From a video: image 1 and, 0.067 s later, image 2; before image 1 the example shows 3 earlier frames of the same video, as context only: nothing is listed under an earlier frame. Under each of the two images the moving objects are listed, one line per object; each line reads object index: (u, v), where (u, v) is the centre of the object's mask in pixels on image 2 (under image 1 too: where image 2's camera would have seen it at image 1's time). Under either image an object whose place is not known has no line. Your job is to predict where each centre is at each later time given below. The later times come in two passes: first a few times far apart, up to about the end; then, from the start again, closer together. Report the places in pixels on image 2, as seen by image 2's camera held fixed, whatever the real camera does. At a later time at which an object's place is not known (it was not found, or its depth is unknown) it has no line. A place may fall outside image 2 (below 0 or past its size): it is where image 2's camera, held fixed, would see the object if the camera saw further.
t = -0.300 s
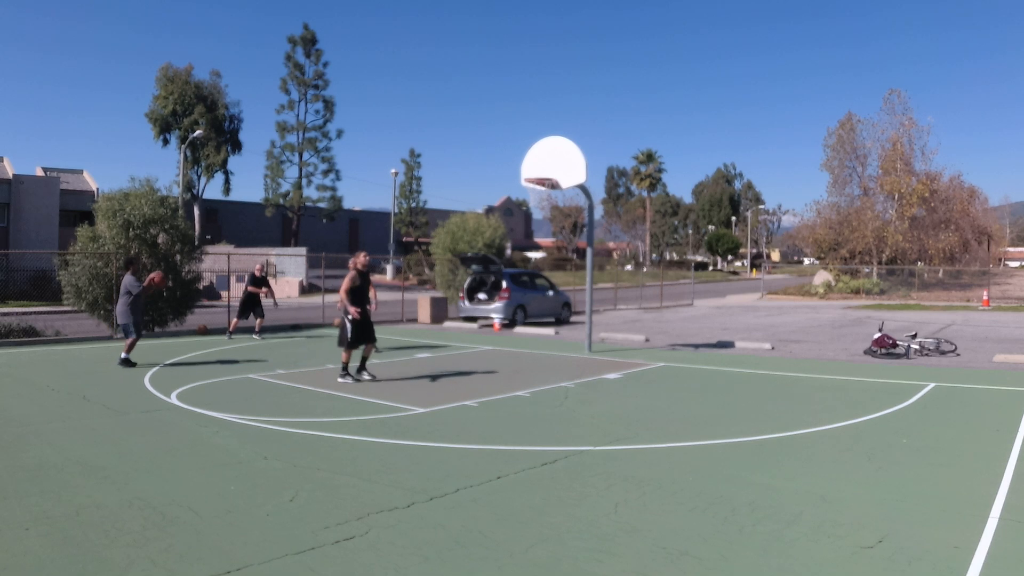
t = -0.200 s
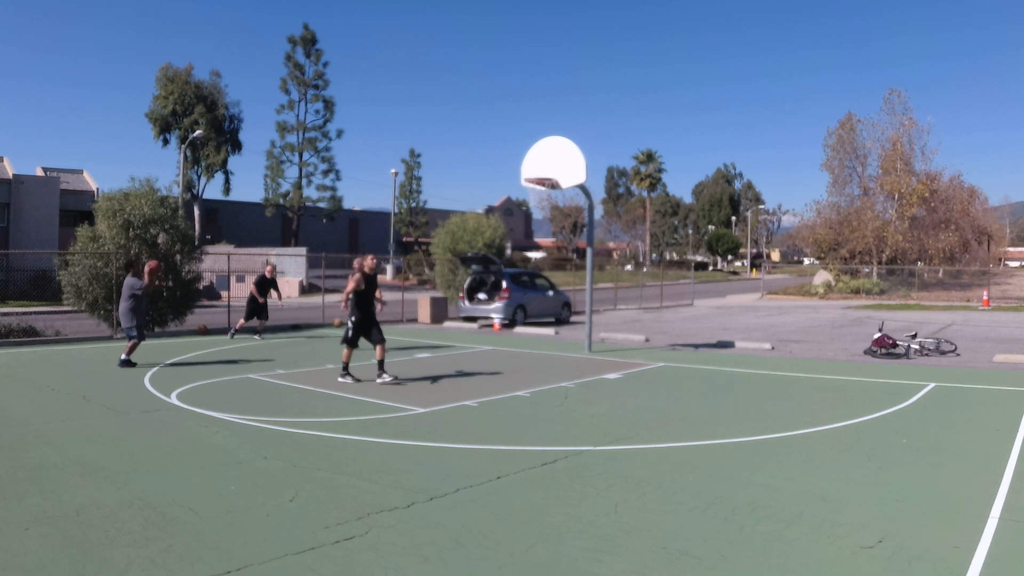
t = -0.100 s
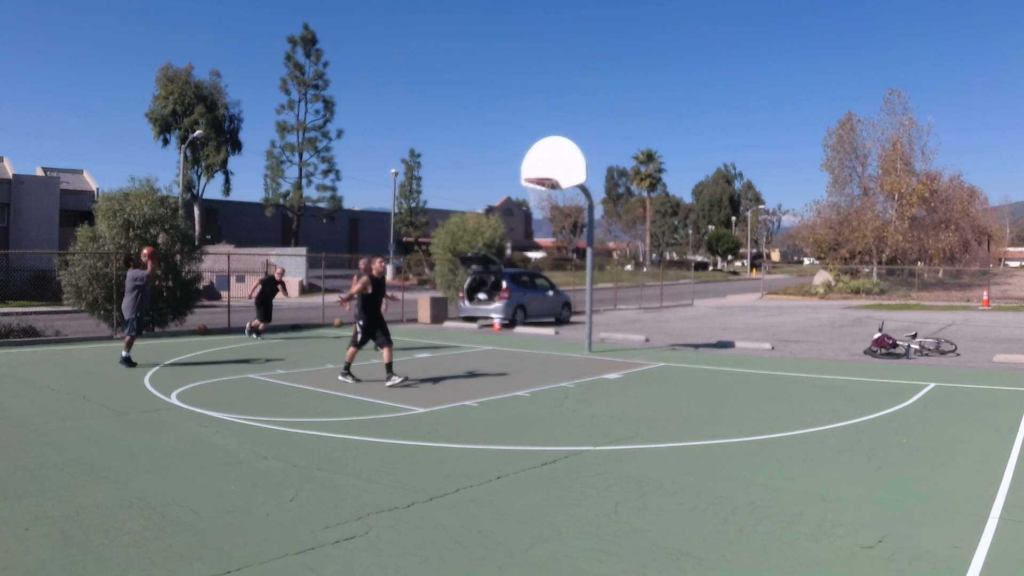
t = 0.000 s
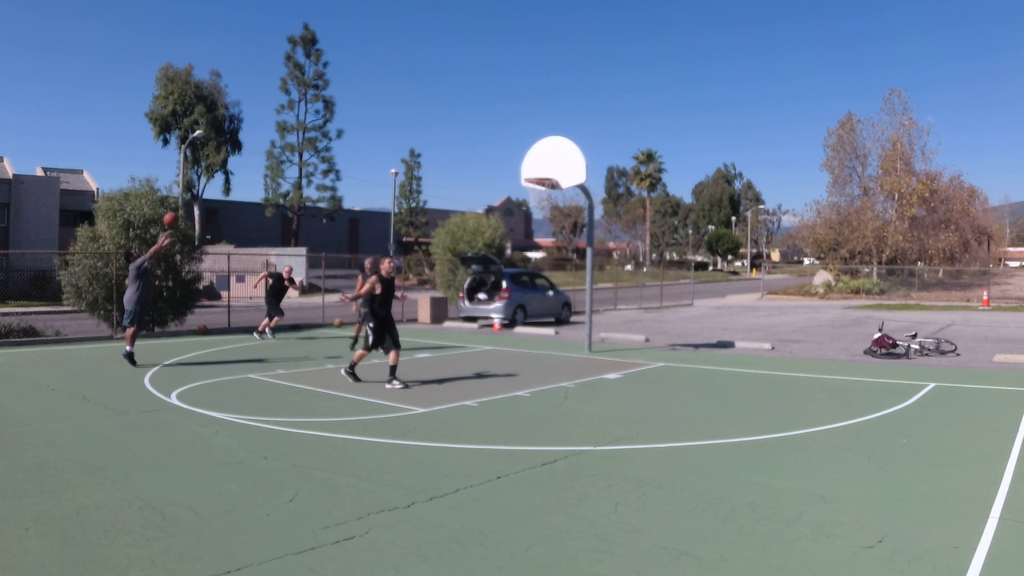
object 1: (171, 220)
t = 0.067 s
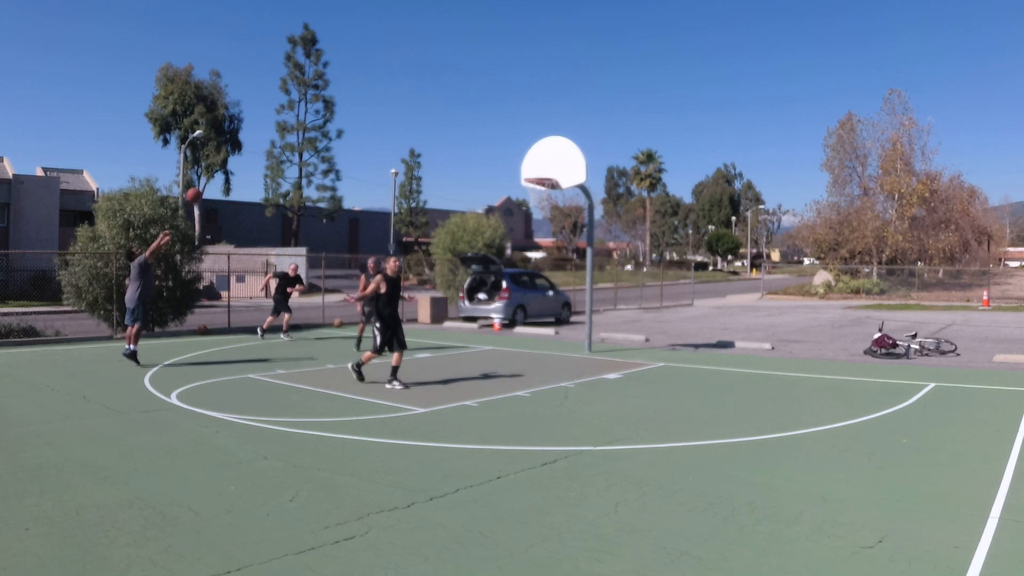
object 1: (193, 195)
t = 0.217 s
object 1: (245, 151)
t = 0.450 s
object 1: (323, 111)
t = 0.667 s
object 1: (391, 103)
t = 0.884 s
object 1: (457, 124)
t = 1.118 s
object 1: (521, 174)
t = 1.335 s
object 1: (489, 139)
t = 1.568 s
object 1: (456, 133)
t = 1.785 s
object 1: (427, 153)
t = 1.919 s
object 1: (409, 177)
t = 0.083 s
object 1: (199, 190)
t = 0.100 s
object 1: (205, 184)
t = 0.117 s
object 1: (211, 178)
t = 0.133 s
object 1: (216, 174)
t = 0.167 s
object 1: (228, 164)
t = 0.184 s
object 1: (233, 159)
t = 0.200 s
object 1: (239, 155)
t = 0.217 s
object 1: (245, 151)
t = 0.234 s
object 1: (250, 147)
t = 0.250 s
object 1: (256, 143)
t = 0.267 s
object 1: (262, 139)
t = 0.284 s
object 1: (267, 136)
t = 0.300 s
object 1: (273, 132)
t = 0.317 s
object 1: (279, 129)
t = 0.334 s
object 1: (284, 127)
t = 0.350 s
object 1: (289, 124)
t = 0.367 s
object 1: (295, 121)
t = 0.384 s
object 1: (301, 119)
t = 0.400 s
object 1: (306, 116)
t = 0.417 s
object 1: (312, 114)
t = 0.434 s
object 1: (317, 112)
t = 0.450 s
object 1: (323, 111)
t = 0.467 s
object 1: (328, 109)
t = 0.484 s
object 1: (333, 107)
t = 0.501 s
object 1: (339, 106)
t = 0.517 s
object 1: (344, 105)
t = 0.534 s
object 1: (350, 105)
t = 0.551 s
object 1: (355, 104)
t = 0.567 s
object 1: (360, 103)
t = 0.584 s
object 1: (365, 103)
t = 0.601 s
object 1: (371, 103)
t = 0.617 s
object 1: (376, 103)
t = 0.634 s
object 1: (381, 103)
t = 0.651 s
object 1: (386, 103)
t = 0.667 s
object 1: (391, 103)
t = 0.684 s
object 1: (396, 104)
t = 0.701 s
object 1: (401, 105)
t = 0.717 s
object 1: (407, 106)
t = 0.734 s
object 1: (412, 107)
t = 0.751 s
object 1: (417, 108)
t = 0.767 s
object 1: (422, 110)
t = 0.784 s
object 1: (427, 112)
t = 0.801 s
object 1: (432, 113)
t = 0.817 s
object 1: (437, 115)
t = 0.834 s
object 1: (442, 117)
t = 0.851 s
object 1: (447, 119)
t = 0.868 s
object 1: (452, 122)
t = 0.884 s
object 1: (457, 124)
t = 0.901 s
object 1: (462, 127)
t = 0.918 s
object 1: (467, 130)
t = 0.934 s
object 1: (472, 133)
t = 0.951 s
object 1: (477, 136)
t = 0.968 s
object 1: (481, 139)
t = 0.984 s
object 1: (486, 143)
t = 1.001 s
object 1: (491, 147)
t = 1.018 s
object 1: (496, 151)
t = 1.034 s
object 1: (501, 155)
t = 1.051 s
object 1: (505, 159)
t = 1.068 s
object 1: (510, 163)
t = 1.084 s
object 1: (514, 167)
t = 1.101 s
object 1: (519, 172)
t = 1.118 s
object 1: (521, 174)
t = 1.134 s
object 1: (518, 170)
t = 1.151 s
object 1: (516, 167)
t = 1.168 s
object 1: (514, 163)
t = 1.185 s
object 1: (511, 160)
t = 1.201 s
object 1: (509, 157)
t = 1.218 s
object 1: (506, 154)
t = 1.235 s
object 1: (504, 152)
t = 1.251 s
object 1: (501, 149)
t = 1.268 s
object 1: (499, 147)
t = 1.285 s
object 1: (496, 145)
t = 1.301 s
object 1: (494, 143)
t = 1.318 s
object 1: (491, 141)
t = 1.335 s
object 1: (489, 139)
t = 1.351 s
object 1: (486, 138)
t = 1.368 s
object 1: (484, 137)
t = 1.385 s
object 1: (482, 135)
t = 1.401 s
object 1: (479, 134)
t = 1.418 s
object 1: (477, 134)
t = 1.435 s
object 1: (474, 133)
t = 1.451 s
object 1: (472, 132)
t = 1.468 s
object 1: (470, 132)
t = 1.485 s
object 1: (467, 132)
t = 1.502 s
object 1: (465, 132)
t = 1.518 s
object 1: (462, 132)
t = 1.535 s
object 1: (460, 132)
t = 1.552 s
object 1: (458, 133)
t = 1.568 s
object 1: (456, 133)
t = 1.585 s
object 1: (453, 134)
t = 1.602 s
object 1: (451, 135)
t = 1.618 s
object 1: (449, 136)
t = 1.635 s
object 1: (447, 137)
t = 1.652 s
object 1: (444, 138)
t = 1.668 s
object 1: (442, 140)
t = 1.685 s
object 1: (440, 141)
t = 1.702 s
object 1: (438, 143)
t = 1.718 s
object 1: (436, 145)
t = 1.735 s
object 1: (433, 147)
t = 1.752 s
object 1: (431, 149)
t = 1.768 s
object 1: (429, 151)
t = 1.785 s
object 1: (427, 153)
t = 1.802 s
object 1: (425, 156)
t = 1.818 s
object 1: (422, 159)
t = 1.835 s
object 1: (420, 161)
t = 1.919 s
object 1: (409, 177)
